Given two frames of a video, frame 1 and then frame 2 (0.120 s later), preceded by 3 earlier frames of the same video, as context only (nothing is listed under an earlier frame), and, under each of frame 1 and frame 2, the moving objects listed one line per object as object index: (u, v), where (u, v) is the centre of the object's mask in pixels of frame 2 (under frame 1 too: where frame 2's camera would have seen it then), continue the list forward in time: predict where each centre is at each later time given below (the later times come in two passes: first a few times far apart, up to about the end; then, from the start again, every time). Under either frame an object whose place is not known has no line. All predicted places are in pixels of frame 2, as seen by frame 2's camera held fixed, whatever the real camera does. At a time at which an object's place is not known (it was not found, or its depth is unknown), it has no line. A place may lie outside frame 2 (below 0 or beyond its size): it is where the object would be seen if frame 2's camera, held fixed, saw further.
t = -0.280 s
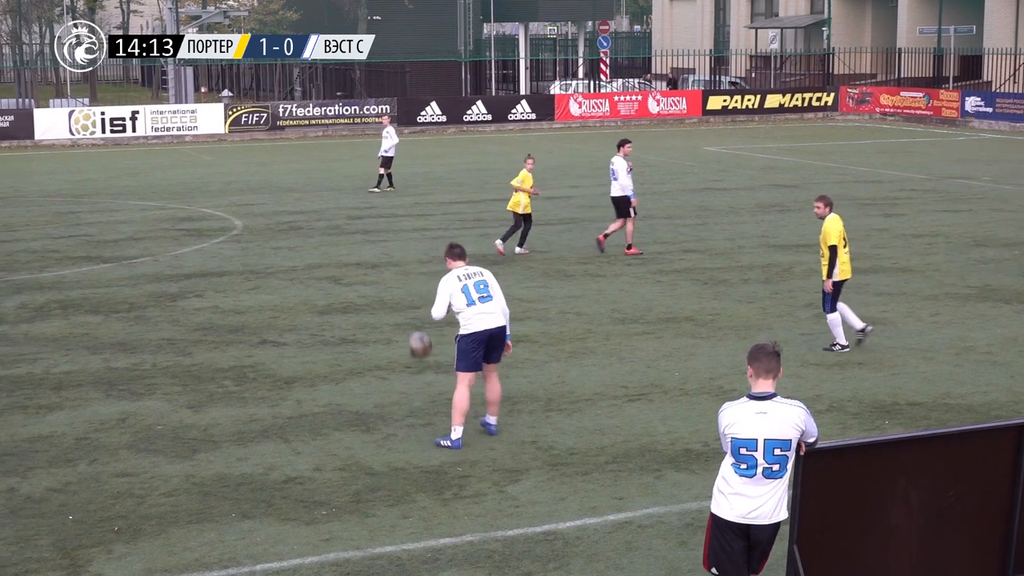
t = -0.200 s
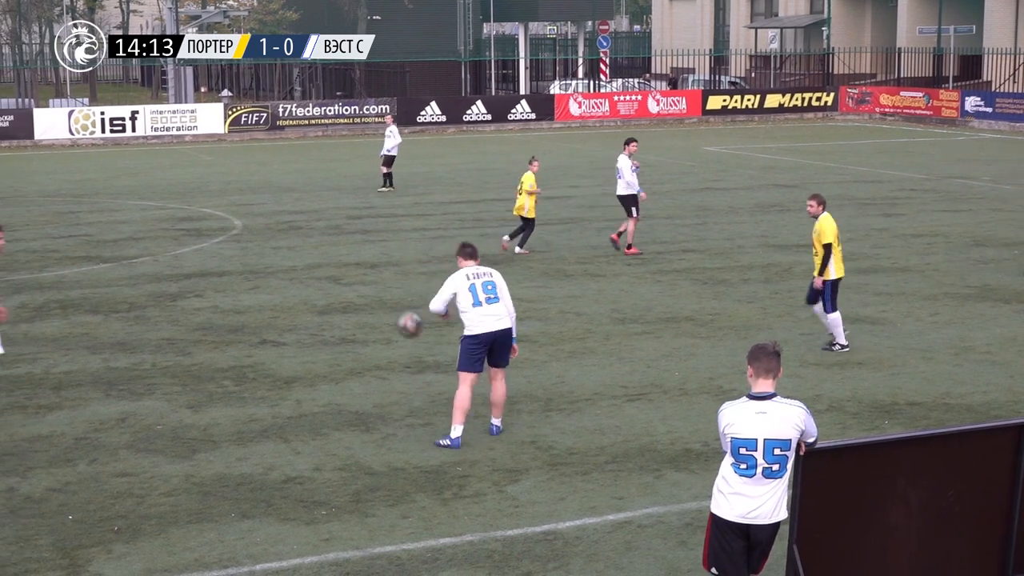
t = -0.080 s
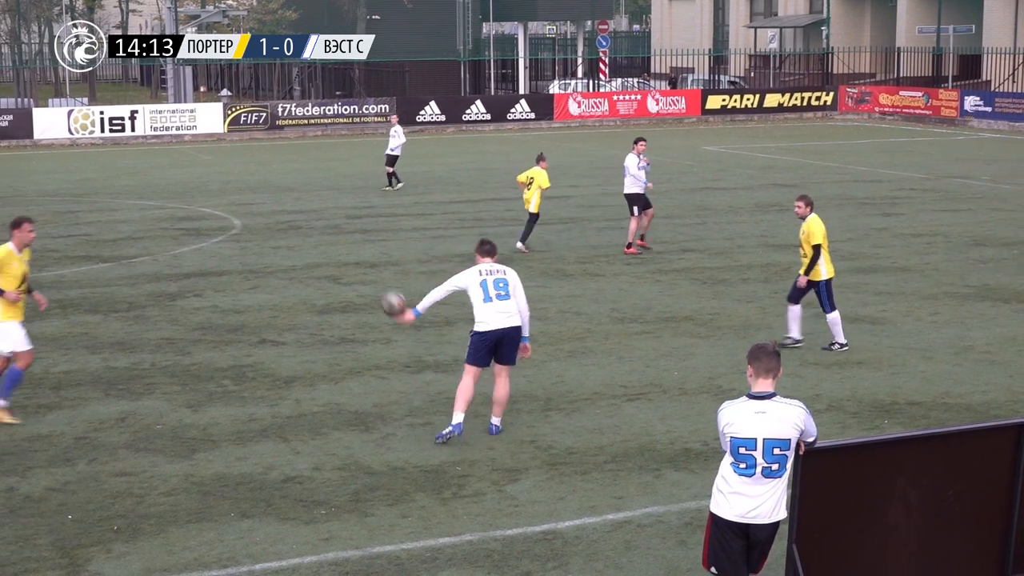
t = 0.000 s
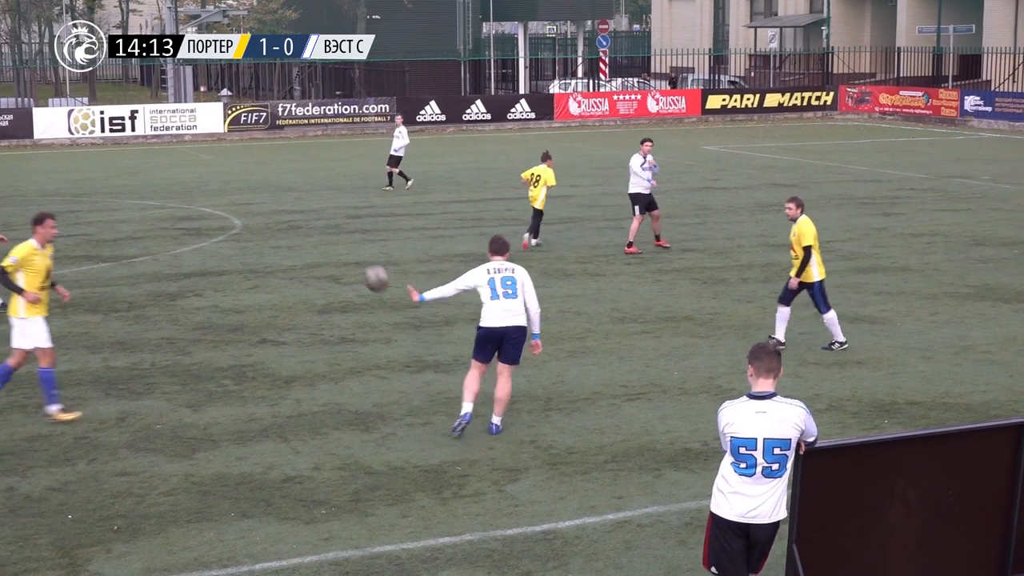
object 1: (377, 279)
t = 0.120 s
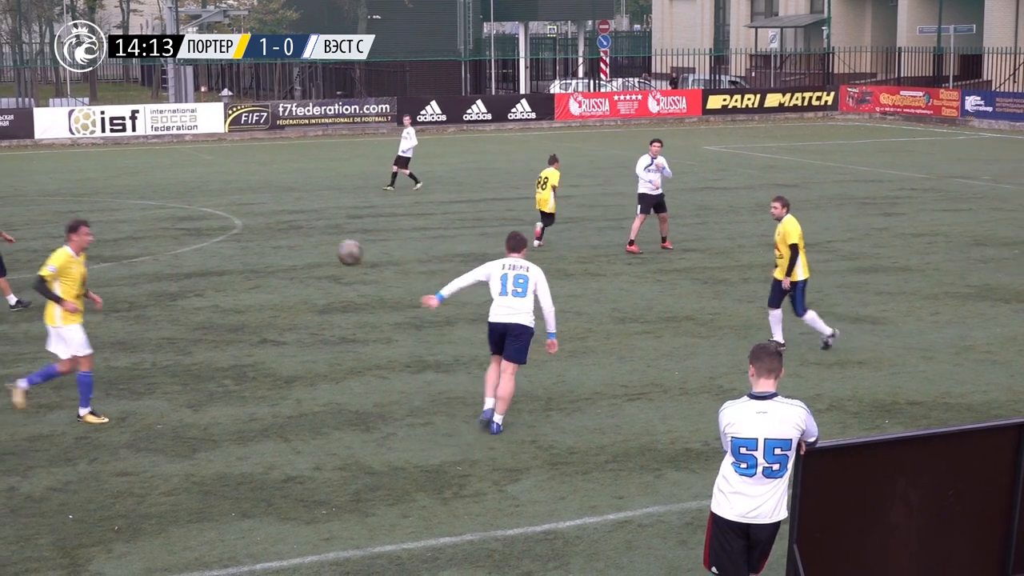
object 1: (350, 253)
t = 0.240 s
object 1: (322, 242)
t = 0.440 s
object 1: (277, 261)
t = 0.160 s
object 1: (340, 247)
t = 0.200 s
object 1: (332, 244)
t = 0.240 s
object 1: (322, 242)
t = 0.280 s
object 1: (313, 242)
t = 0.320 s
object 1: (304, 244)
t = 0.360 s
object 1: (295, 248)
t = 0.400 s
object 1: (285, 253)
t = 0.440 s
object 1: (277, 261)
